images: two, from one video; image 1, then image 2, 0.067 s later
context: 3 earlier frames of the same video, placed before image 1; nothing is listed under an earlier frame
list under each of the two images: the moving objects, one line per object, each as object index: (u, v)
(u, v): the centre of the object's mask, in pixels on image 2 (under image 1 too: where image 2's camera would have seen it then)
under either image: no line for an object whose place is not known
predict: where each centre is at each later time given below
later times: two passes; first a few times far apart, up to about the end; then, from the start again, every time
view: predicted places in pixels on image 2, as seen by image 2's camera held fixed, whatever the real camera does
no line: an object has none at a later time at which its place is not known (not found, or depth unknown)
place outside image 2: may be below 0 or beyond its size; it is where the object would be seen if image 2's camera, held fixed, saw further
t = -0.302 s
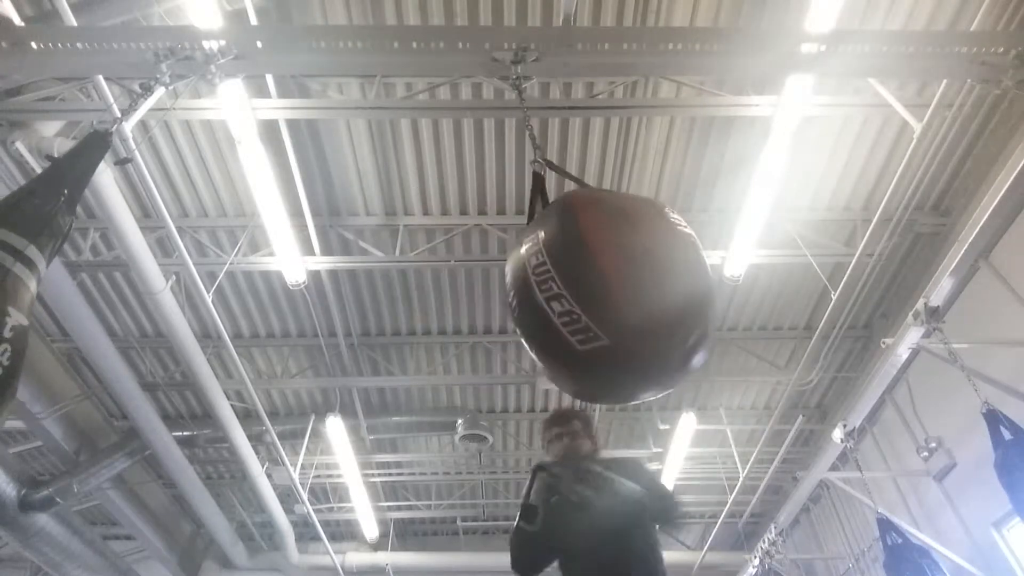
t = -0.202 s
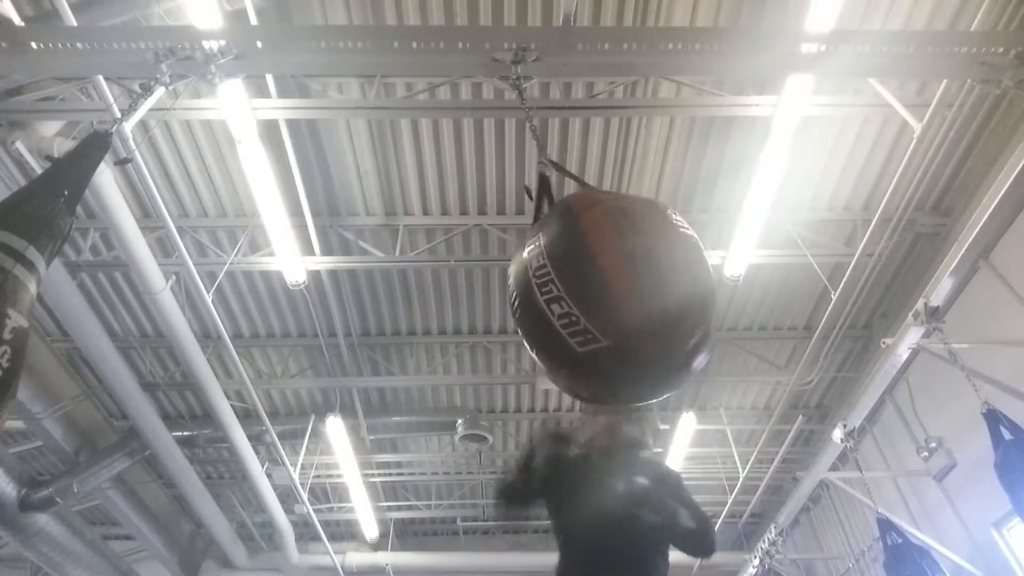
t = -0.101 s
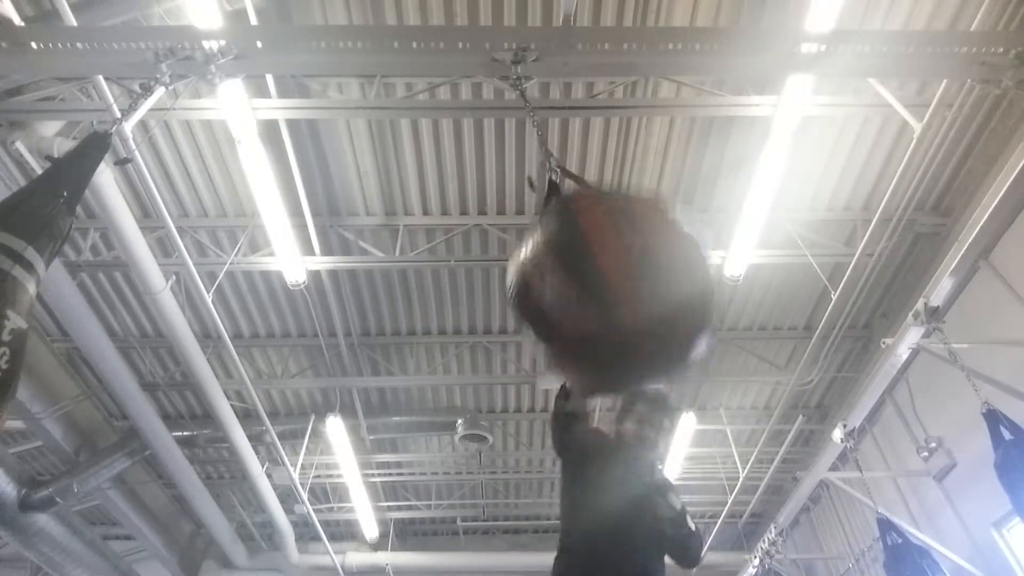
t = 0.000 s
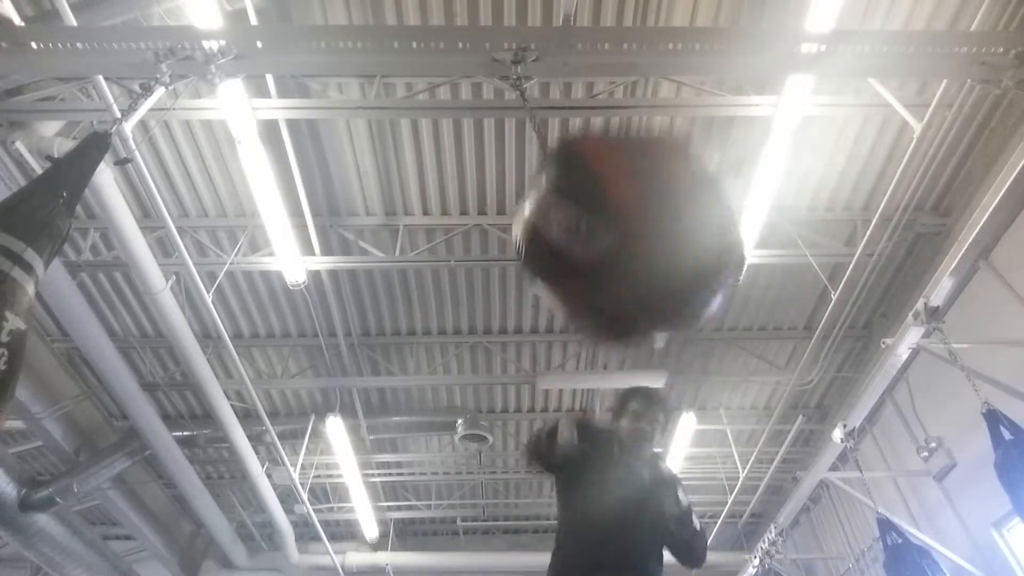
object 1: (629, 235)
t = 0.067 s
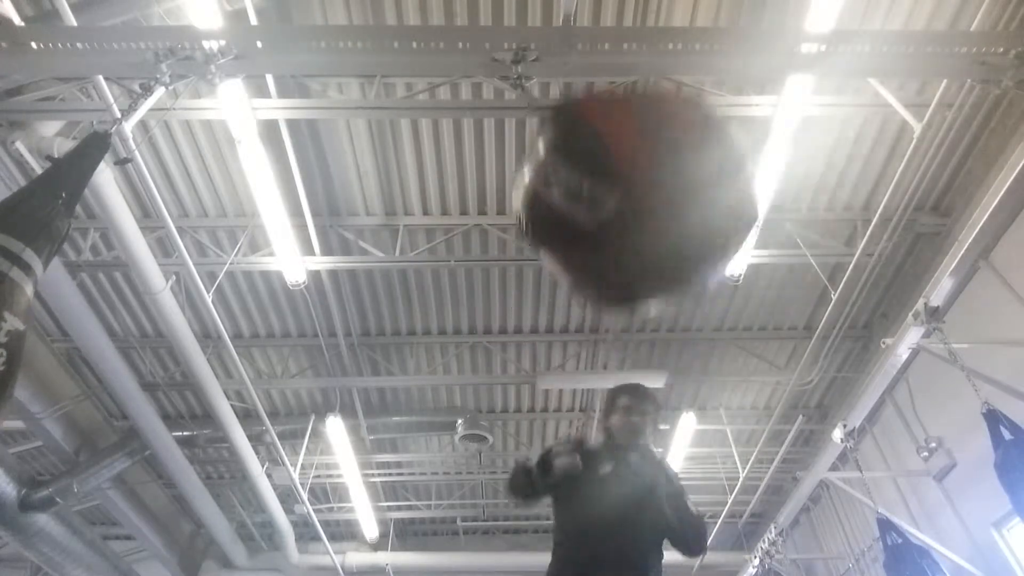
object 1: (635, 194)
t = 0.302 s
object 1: (616, 87)
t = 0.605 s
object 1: (521, 78)
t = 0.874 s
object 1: (441, 172)
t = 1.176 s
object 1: (441, 325)
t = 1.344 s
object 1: (469, 356)
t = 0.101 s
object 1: (637, 171)
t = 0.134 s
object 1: (635, 149)
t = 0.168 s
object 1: (636, 132)
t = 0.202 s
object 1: (631, 113)
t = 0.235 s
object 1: (625, 101)
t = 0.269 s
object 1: (619, 91)
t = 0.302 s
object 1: (616, 87)
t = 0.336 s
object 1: (605, 78)
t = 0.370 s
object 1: (594, 74)
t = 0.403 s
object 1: (584, 71)
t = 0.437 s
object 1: (574, 68)
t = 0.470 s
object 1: (567, 71)
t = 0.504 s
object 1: (557, 71)
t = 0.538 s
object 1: (545, 72)
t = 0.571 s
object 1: (530, 71)
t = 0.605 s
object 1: (521, 78)
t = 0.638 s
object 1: (508, 79)
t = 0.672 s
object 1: (500, 88)
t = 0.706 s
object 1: (490, 94)
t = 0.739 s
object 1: (477, 102)
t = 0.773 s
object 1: (466, 112)
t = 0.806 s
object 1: (457, 129)
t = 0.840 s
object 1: (450, 150)
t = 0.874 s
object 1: (441, 172)
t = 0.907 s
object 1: (437, 194)
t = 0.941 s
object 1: (434, 216)
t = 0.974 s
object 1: (432, 236)
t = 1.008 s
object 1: (431, 256)
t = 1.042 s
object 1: (430, 271)
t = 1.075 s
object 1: (433, 290)
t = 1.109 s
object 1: (433, 304)
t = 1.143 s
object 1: (438, 317)
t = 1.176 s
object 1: (441, 325)
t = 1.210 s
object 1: (447, 335)
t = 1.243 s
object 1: (451, 341)
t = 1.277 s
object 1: (457, 347)
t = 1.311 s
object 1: (464, 352)
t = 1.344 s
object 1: (469, 356)
